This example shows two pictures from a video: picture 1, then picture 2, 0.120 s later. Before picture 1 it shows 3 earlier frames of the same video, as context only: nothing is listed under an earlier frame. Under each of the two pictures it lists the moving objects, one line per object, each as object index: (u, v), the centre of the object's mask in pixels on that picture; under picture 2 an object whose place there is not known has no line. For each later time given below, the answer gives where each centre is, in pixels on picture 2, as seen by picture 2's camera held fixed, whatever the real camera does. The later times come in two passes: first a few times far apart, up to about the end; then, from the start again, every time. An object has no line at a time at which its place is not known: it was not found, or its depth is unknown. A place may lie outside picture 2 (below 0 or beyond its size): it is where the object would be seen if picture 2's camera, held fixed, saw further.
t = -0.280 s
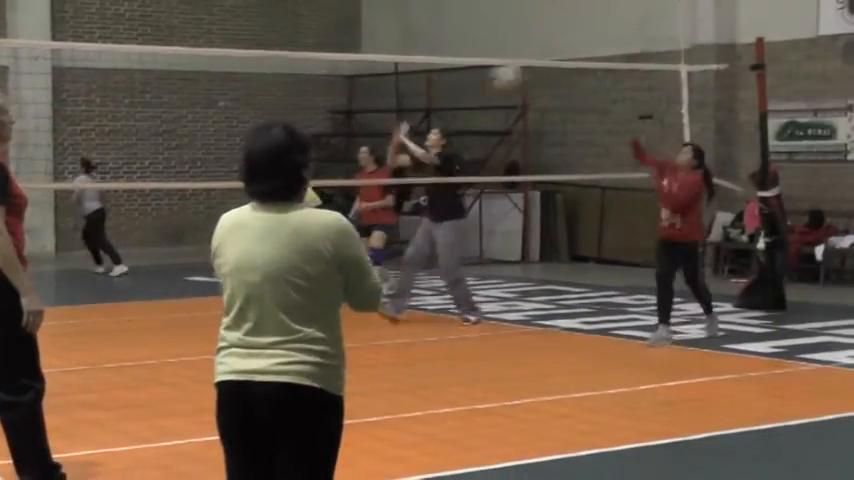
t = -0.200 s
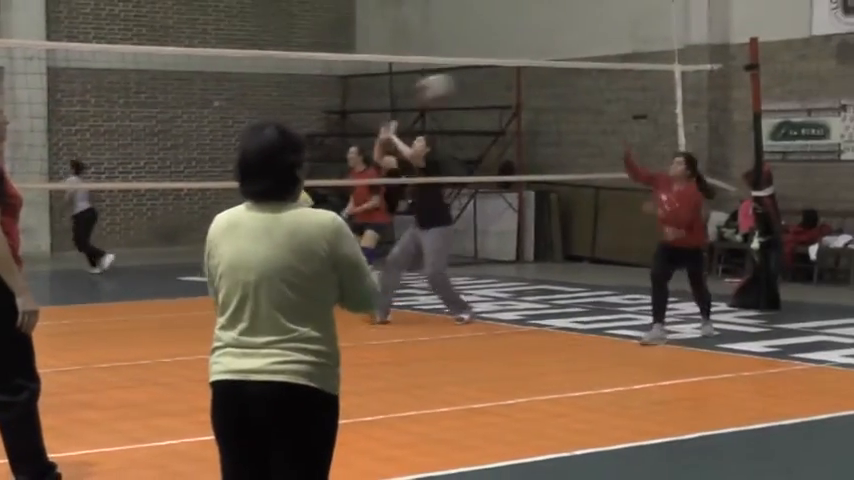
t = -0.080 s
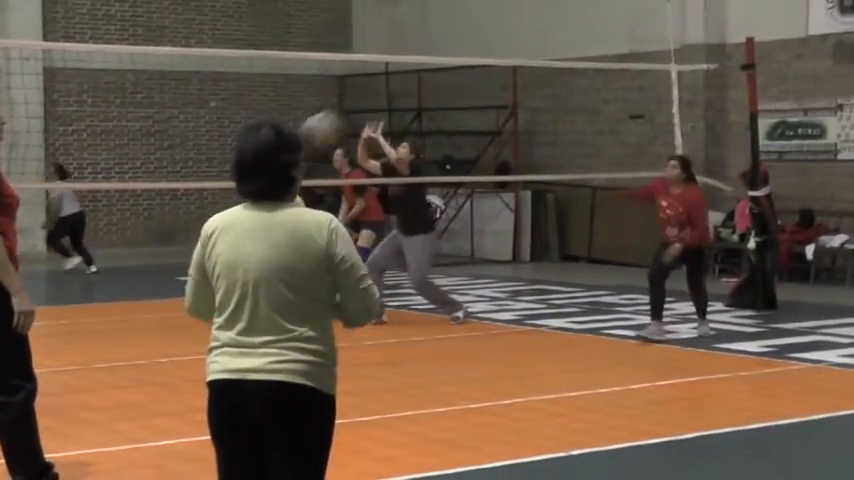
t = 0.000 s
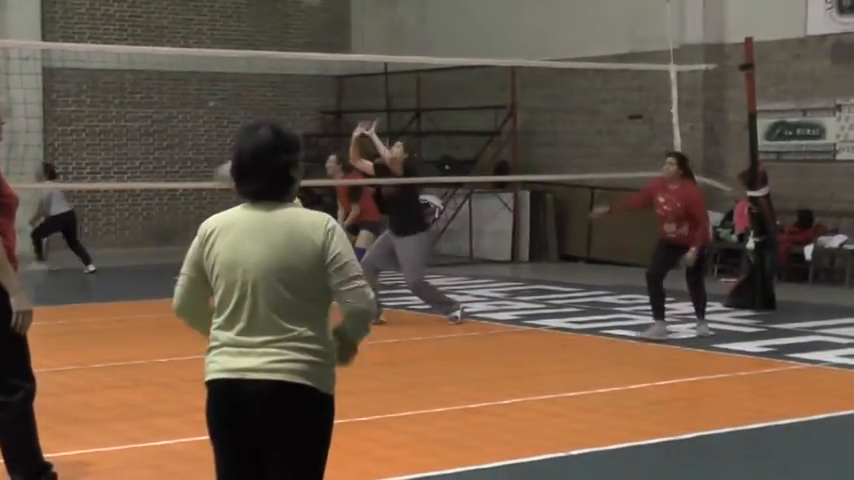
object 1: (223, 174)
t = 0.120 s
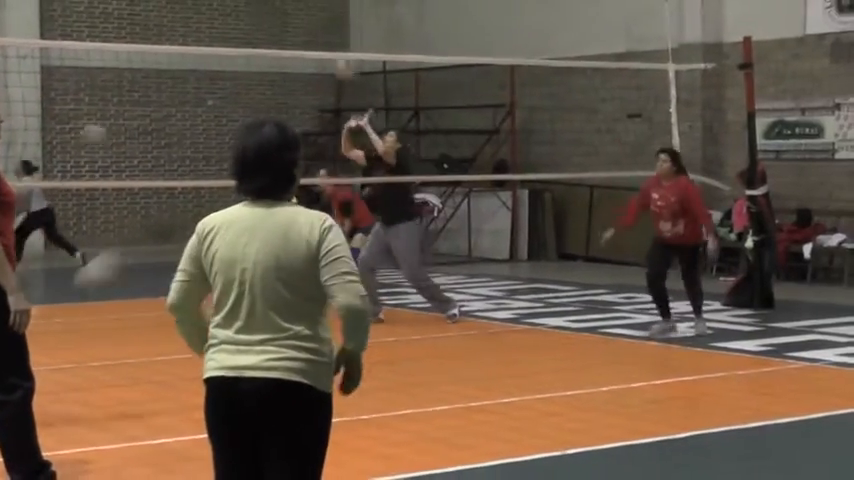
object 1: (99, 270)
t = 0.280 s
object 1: (87, 349)
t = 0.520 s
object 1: (130, 386)
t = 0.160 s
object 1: (64, 312)
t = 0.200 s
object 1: (72, 321)
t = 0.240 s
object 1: (80, 332)
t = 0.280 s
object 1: (87, 349)
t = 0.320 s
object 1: (95, 367)
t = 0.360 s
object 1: (104, 388)
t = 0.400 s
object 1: (113, 414)
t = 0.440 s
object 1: (120, 421)
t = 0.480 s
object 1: (125, 402)
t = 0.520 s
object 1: (130, 386)
